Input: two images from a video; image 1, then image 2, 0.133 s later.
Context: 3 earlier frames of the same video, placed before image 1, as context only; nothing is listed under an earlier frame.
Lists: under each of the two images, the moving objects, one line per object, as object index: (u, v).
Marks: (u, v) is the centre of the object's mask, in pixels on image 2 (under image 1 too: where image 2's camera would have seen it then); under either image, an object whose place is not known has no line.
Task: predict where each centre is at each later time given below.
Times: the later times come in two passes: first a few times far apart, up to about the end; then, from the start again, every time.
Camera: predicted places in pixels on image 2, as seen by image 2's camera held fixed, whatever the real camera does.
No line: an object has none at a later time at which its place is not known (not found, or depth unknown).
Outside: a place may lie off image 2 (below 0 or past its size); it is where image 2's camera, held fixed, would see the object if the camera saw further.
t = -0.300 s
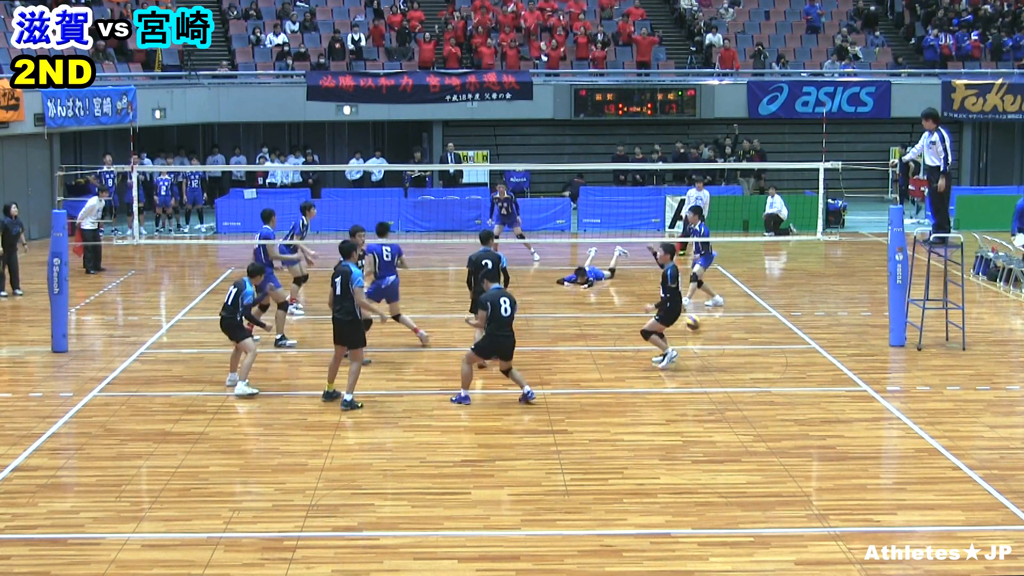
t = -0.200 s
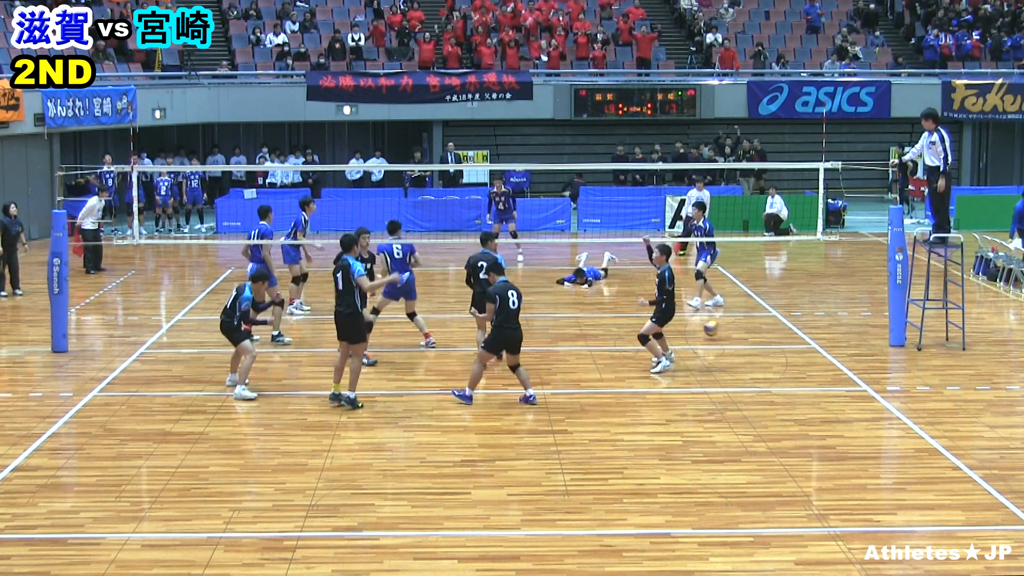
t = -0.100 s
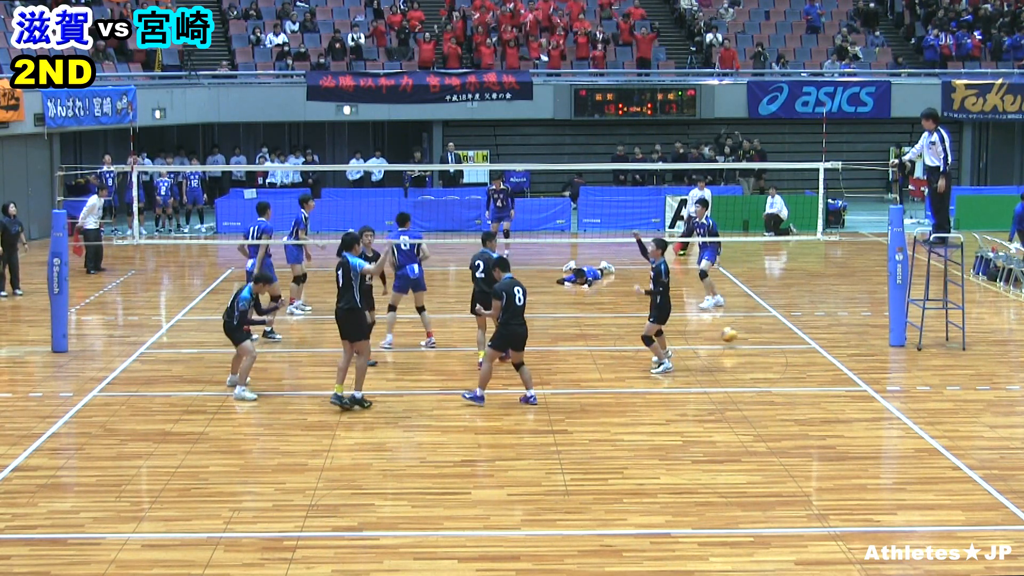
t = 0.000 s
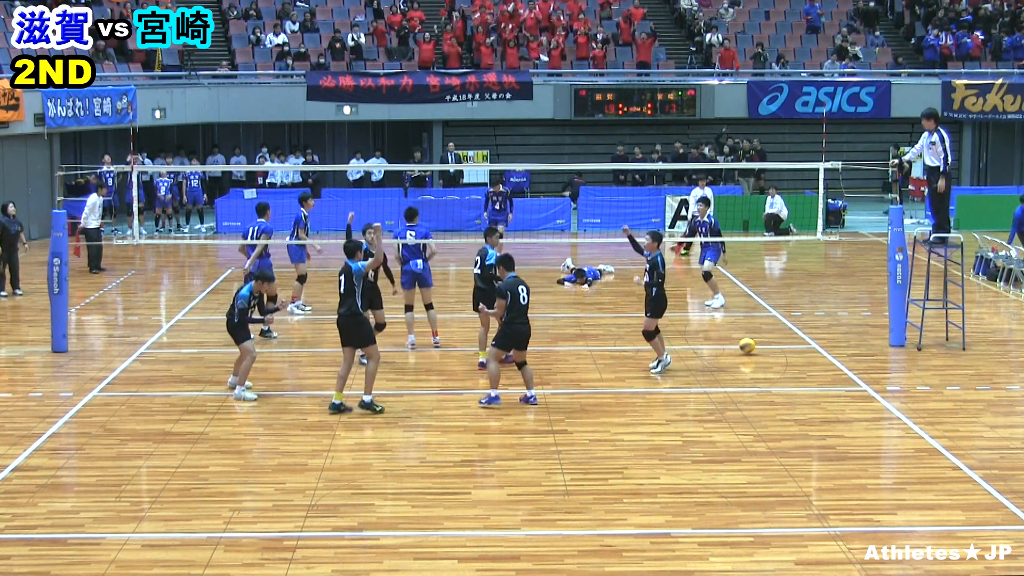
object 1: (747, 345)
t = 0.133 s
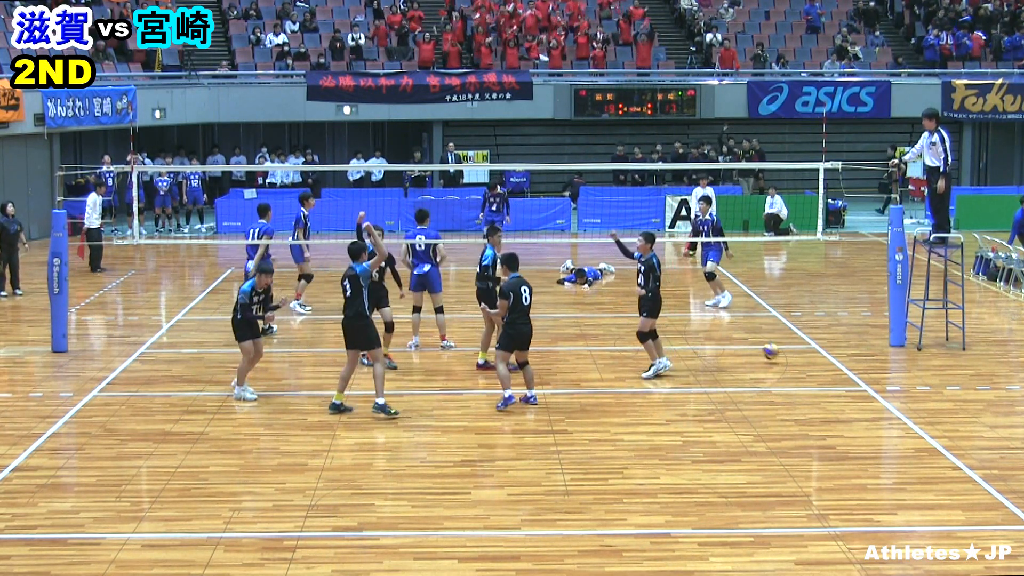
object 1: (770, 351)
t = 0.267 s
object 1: (795, 360)
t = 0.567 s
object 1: (851, 384)
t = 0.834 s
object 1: (907, 402)
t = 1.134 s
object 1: (977, 422)
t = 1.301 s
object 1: (1016, 438)
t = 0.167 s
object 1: (777, 355)
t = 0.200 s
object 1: (782, 360)
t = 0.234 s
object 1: (788, 359)
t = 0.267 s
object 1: (795, 360)
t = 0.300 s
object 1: (800, 363)
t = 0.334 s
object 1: (807, 366)
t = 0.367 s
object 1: (813, 370)
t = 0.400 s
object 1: (819, 371)
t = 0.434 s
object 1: (826, 372)
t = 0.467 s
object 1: (832, 374)
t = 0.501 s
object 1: (838, 378)
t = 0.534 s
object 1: (846, 381)
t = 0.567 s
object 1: (851, 384)
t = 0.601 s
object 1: (859, 384)
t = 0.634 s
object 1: (865, 385)
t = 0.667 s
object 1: (872, 389)
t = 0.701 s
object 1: (879, 393)
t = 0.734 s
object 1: (886, 393)
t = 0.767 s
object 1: (893, 394)
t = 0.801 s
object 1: (901, 398)
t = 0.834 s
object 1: (907, 402)
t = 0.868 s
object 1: (915, 404)
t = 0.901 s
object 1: (923, 405)
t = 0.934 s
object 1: (929, 406)
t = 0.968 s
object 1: (937, 409)
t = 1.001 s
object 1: (945, 413)
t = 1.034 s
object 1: (953, 417)
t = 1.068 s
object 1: (961, 417)
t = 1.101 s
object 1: (968, 419)
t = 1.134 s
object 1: (977, 422)
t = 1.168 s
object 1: (984, 427)
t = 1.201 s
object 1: (993, 429)
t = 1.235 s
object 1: (1002, 430)
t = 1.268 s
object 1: (1011, 434)
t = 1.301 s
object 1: (1016, 438)
